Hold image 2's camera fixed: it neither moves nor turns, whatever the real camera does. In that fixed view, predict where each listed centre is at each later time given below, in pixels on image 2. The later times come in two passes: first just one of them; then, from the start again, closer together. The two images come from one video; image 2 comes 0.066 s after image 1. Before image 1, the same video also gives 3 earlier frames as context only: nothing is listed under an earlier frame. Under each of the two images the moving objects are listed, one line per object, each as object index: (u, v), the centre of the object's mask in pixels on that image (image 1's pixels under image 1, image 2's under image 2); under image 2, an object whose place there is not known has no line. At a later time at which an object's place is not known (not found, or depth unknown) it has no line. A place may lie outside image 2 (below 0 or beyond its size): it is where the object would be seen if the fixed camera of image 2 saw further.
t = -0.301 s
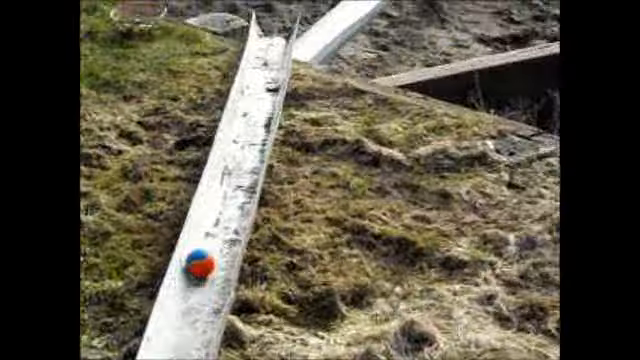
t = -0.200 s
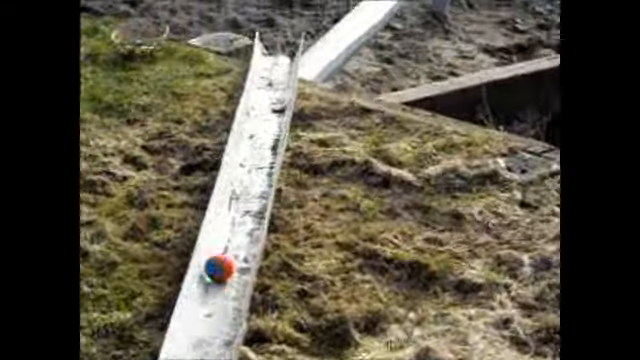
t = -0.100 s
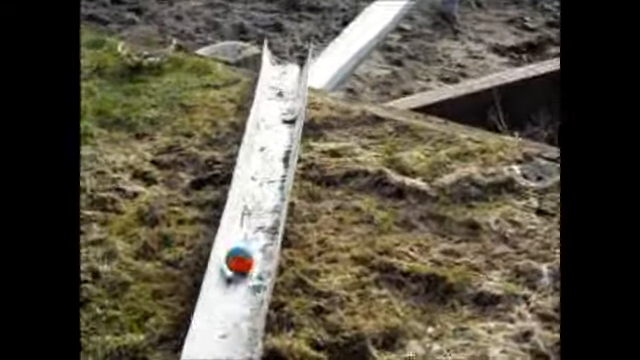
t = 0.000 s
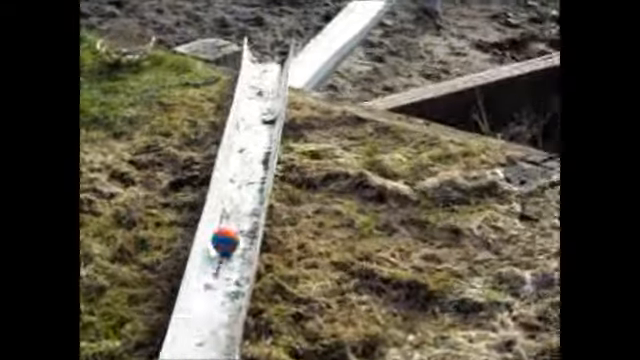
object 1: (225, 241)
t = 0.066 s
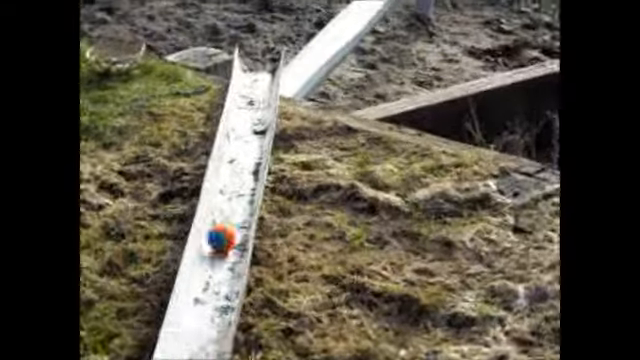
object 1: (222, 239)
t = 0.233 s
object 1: (237, 201)
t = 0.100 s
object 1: (224, 230)
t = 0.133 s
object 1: (227, 221)
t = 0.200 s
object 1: (234, 209)
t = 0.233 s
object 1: (237, 201)
